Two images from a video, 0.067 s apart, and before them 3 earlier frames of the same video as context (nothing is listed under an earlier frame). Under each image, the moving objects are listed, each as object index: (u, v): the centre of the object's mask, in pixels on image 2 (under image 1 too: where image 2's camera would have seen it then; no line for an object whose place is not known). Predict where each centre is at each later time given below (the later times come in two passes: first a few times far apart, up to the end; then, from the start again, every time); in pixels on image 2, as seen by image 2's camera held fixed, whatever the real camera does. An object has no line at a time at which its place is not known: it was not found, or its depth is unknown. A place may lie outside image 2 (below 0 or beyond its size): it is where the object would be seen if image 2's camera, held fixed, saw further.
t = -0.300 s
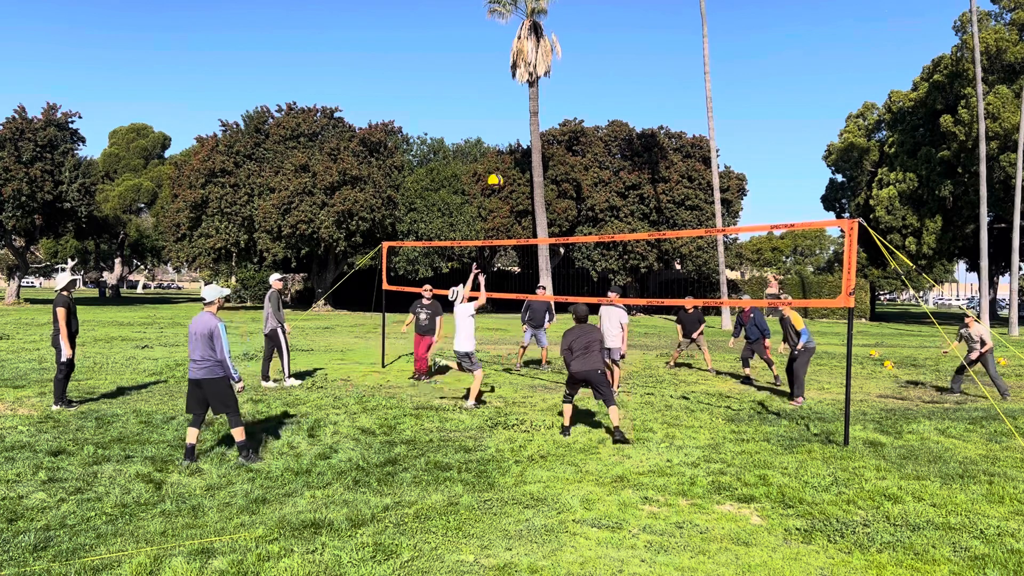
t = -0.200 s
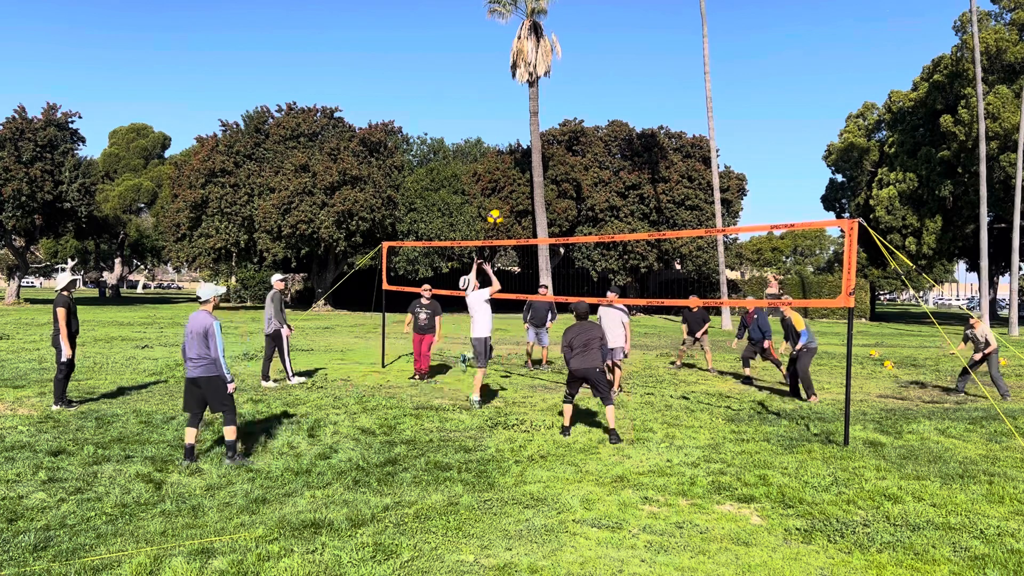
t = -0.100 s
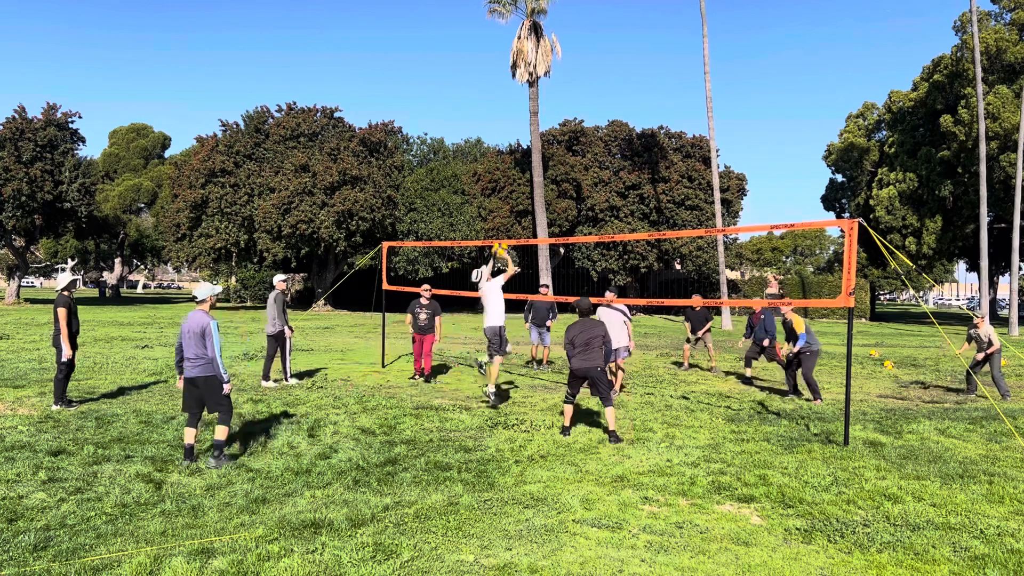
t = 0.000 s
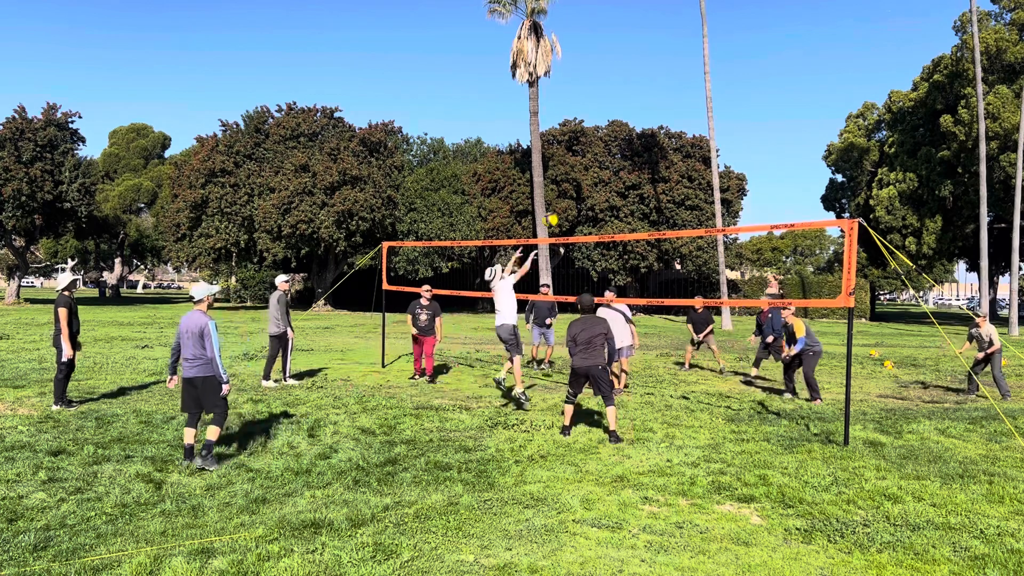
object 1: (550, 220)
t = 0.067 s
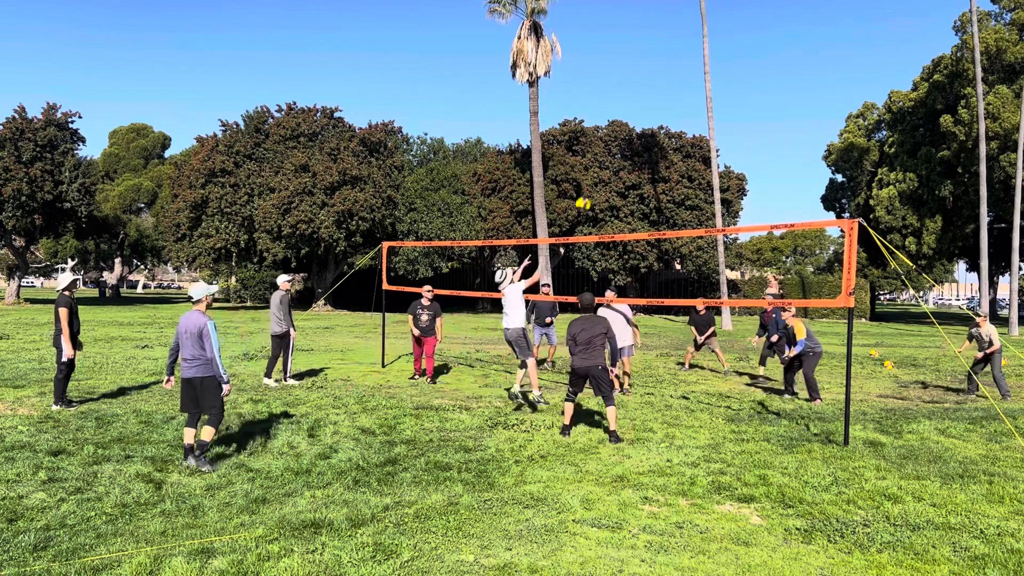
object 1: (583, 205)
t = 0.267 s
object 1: (671, 180)
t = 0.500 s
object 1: (757, 189)
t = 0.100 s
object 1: (598, 198)
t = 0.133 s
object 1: (614, 192)
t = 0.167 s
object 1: (628, 188)
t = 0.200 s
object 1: (642, 185)
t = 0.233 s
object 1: (657, 182)
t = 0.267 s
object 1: (671, 180)
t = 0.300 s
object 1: (684, 178)
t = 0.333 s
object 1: (697, 178)
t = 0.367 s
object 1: (711, 178)
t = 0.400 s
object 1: (723, 181)
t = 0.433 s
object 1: (734, 182)
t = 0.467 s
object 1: (746, 184)
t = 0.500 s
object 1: (757, 189)
